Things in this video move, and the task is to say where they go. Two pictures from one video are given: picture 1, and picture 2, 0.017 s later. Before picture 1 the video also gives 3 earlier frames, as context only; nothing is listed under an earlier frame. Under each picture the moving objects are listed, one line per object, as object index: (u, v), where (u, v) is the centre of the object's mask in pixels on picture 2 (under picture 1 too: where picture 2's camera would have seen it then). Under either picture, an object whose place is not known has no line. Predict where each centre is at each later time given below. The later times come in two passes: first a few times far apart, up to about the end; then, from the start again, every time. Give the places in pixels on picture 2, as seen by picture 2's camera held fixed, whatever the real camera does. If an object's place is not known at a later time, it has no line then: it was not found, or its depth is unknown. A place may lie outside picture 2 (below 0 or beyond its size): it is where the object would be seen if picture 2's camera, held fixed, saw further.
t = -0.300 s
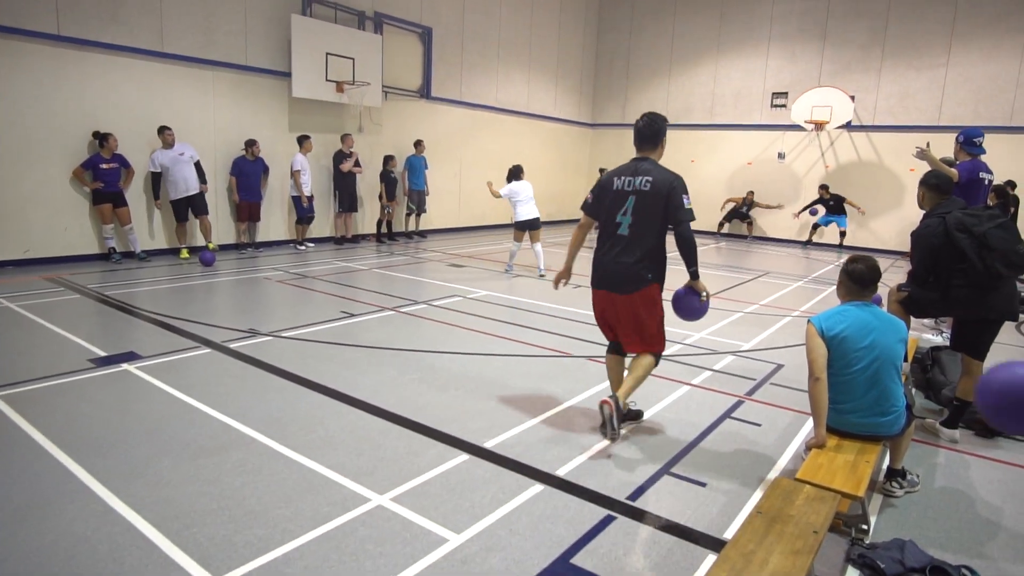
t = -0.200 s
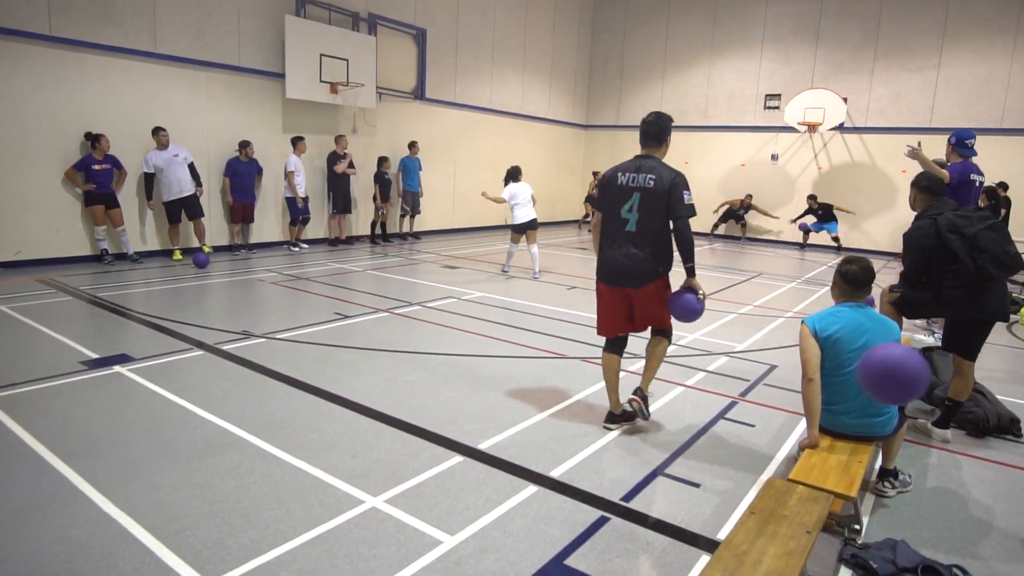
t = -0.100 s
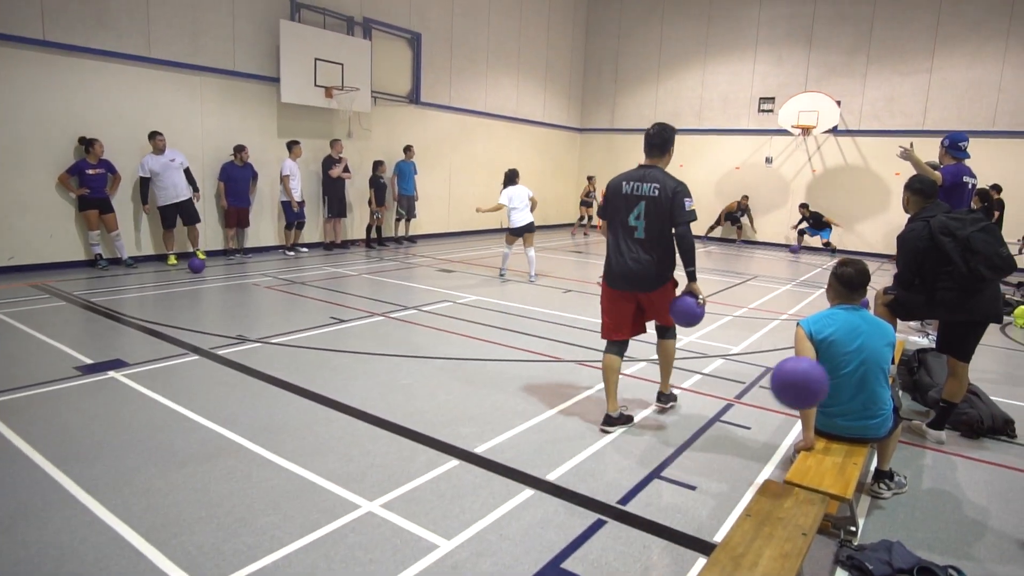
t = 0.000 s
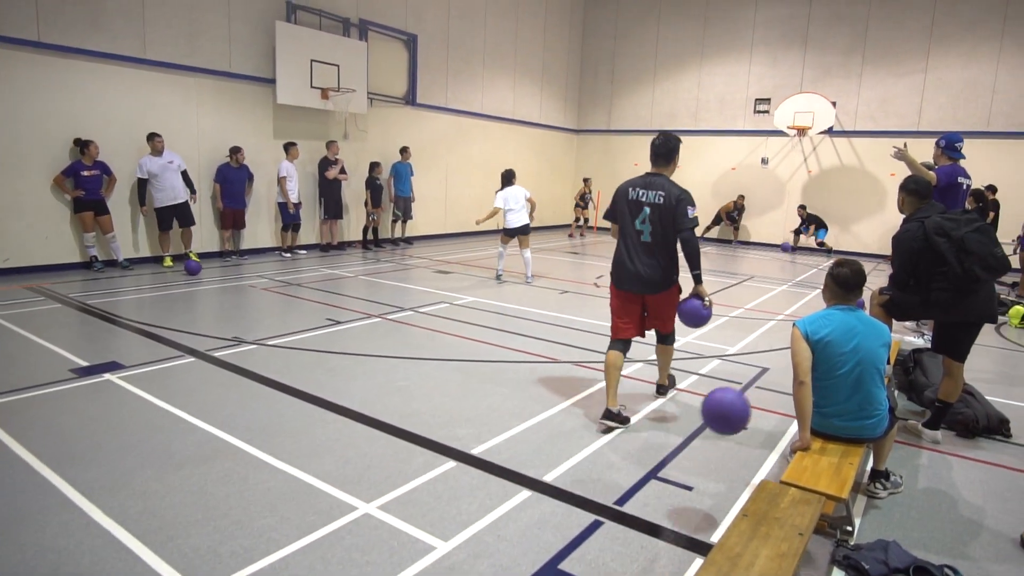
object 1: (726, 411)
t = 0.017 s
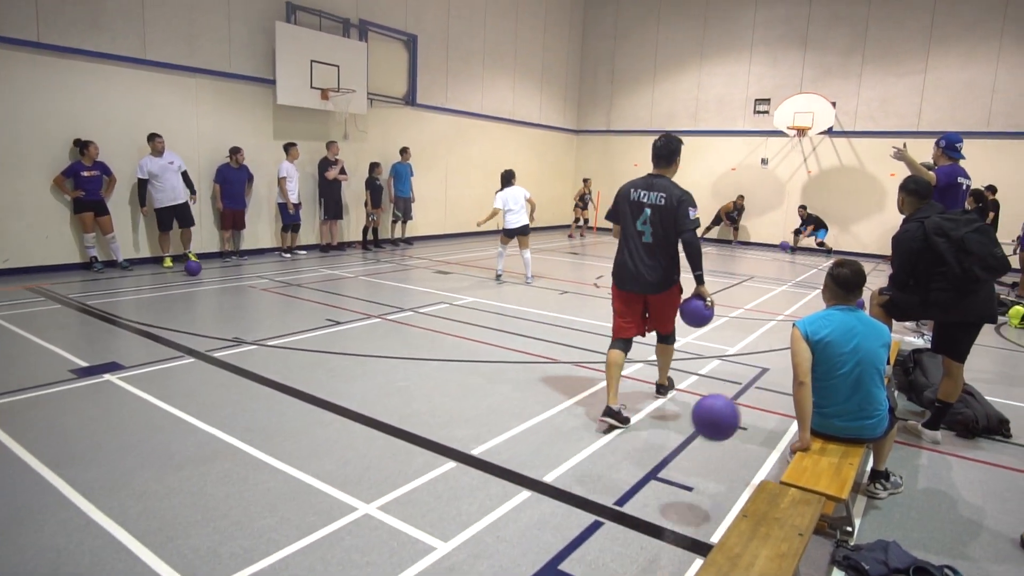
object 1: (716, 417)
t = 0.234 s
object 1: (627, 407)
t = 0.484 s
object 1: (565, 358)
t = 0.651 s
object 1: (528, 381)
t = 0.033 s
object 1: (706, 423)
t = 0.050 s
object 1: (697, 430)
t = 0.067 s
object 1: (688, 437)
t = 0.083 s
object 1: (679, 444)
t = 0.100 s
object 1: (671, 452)
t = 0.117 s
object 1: (662, 461)
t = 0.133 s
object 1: (656, 461)
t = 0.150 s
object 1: (651, 451)
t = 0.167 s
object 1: (646, 441)
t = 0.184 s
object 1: (642, 431)
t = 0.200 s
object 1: (637, 422)
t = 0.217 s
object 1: (632, 414)
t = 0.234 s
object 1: (627, 407)
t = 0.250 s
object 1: (623, 400)
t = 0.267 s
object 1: (619, 394)
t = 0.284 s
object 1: (615, 388)
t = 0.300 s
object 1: (610, 383)
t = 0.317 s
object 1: (605, 378)
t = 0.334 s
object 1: (601, 374)
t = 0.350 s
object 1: (597, 370)
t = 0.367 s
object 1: (592, 367)
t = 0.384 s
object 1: (589, 364)
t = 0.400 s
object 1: (584, 362)
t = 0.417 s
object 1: (580, 360)
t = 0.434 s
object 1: (576, 359)
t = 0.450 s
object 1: (572, 358)
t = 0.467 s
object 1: (568, 358)
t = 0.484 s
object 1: (565, 358)
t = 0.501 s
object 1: (561, 359)
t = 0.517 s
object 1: (557, 360)
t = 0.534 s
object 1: (553, 361)
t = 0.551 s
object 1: (549, 363)
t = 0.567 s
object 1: (546, 365)
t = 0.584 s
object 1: (542, 367)
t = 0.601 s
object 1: (539, 370)
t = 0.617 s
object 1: (535, 373)
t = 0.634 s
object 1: (532, 377)
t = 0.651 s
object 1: (528, 381)
